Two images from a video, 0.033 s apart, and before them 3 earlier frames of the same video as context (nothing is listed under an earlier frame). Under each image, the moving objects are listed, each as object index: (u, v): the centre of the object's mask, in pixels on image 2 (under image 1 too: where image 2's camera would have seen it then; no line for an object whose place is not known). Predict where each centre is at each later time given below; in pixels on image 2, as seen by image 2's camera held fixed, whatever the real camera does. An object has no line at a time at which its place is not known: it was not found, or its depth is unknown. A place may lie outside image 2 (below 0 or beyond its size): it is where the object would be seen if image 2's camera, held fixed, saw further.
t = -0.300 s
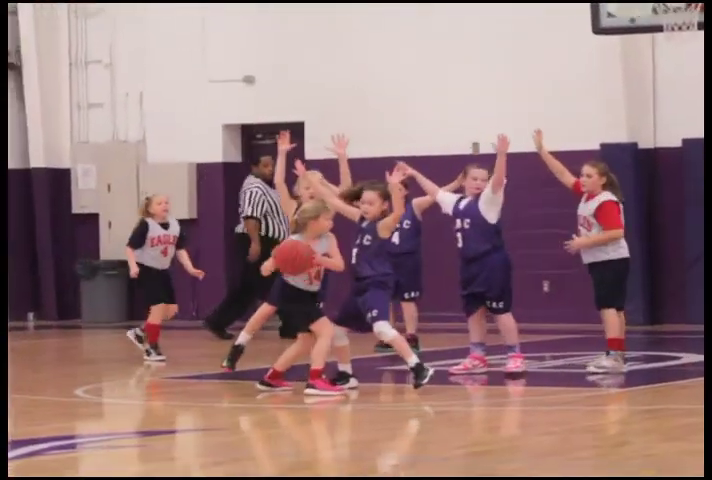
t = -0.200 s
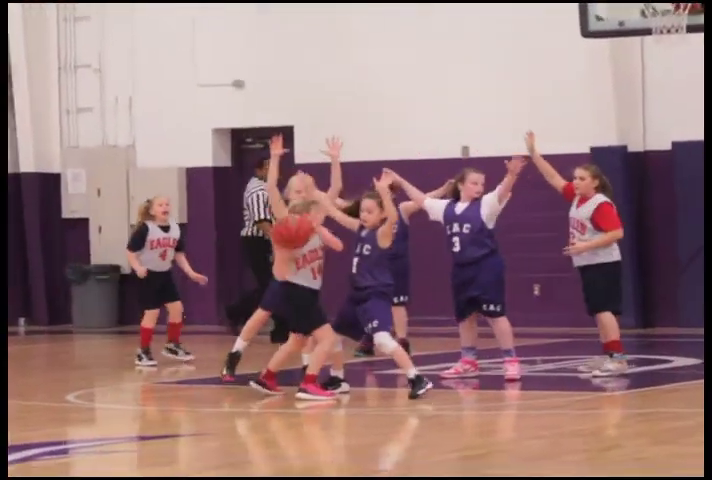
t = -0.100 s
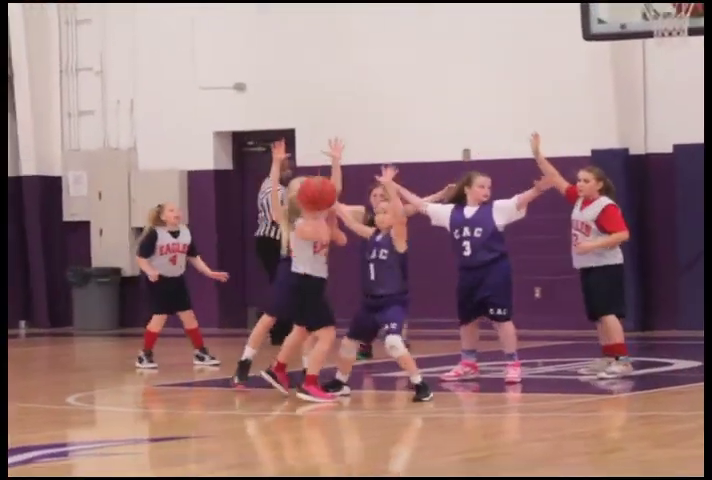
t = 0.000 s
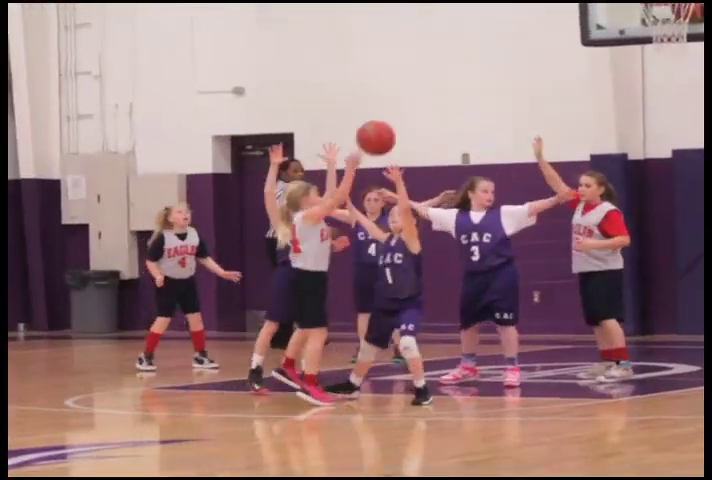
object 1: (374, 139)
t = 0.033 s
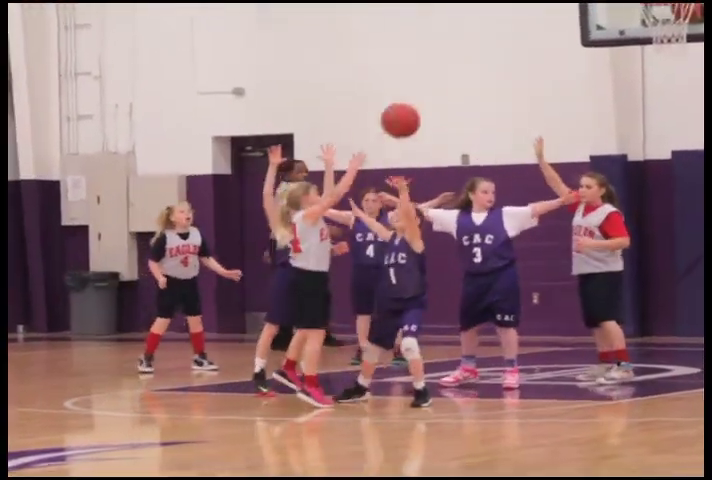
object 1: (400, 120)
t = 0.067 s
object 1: (425, 104)
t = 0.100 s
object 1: (451, 89)
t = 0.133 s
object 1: (476, 75)
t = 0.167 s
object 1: (501, 65)
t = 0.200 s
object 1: (528, 55)
